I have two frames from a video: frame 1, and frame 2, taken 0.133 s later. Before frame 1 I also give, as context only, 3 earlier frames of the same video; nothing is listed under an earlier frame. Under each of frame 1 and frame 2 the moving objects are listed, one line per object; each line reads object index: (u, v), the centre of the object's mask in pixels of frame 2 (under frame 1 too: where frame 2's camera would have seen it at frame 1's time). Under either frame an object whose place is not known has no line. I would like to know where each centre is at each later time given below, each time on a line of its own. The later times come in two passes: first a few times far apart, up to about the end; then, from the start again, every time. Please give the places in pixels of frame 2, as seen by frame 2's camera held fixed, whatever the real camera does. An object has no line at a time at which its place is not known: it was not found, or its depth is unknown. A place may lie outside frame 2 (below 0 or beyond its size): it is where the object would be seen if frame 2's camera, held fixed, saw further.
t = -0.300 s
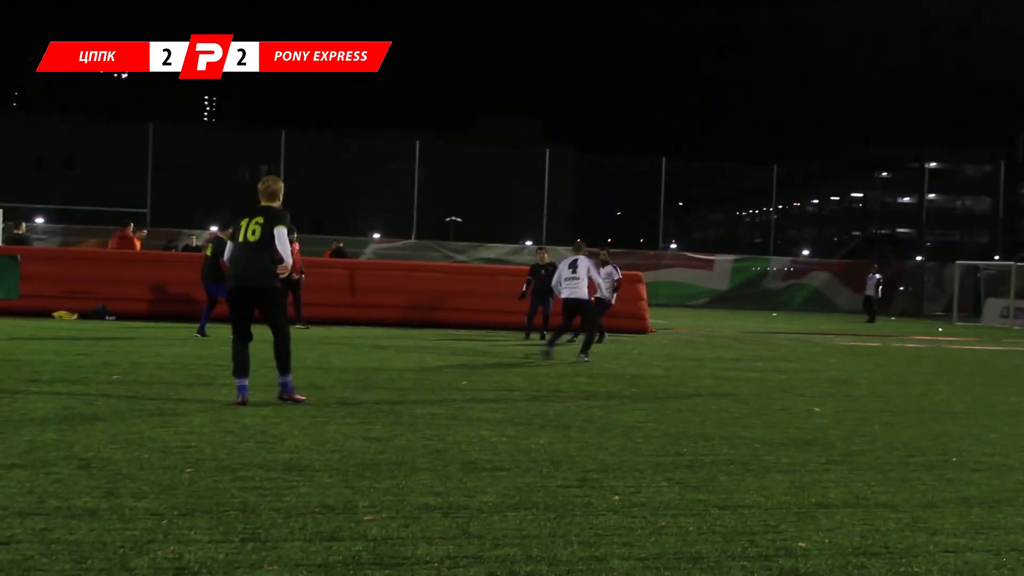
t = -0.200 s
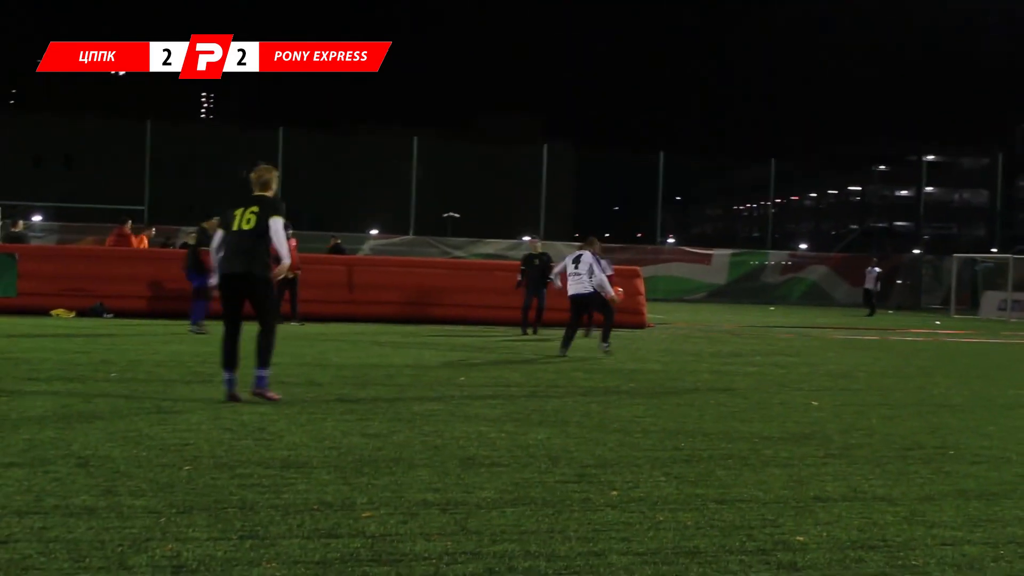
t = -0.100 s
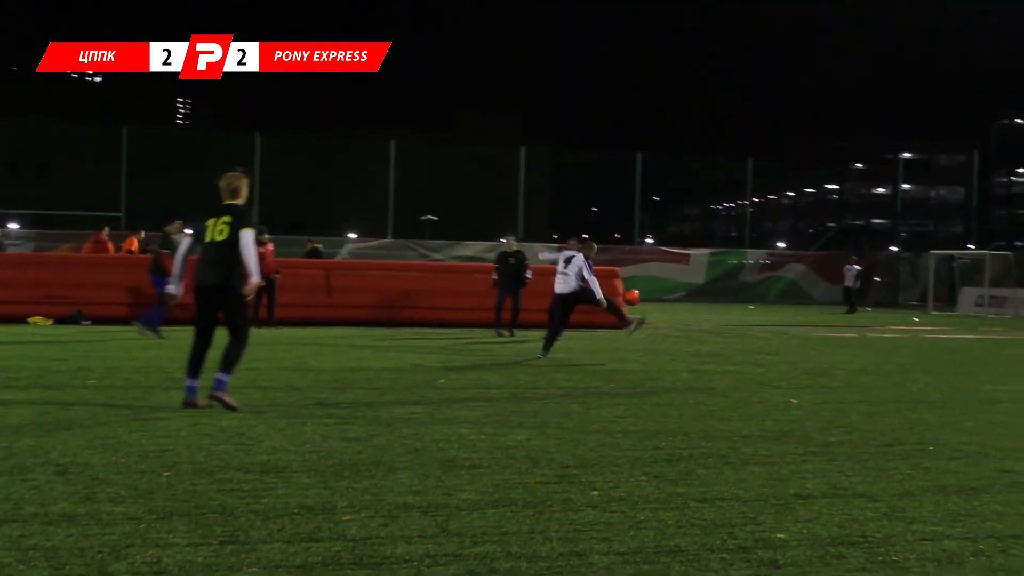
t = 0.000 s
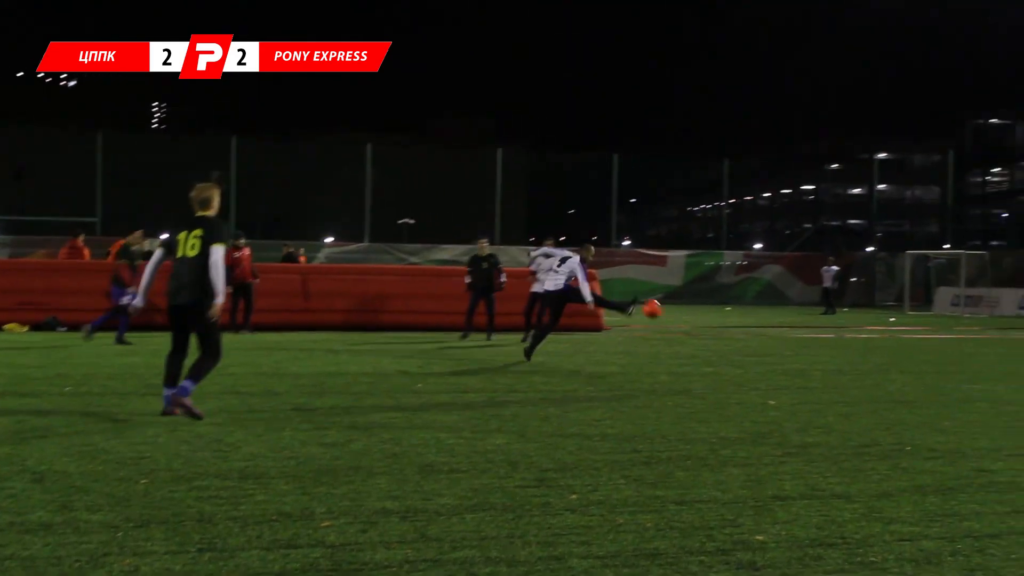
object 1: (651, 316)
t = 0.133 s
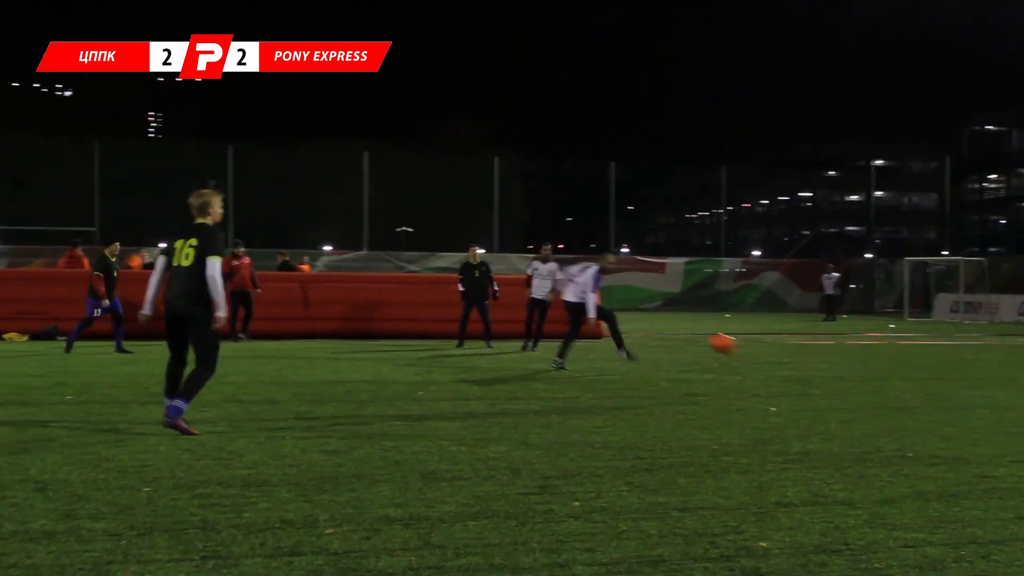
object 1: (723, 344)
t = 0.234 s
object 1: (786, 378)
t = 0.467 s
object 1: (907, 354)
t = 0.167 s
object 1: (743, 353)
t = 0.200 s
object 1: (764, 365)
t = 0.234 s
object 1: (786, 378)
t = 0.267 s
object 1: (809, 390)
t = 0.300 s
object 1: (825, 384)
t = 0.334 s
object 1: (840, 376)
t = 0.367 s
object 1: (856, 369)
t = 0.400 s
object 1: (873, 363)
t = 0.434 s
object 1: (890, 358)
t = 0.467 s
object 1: (907, 354)
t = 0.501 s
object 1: (926, 352)
